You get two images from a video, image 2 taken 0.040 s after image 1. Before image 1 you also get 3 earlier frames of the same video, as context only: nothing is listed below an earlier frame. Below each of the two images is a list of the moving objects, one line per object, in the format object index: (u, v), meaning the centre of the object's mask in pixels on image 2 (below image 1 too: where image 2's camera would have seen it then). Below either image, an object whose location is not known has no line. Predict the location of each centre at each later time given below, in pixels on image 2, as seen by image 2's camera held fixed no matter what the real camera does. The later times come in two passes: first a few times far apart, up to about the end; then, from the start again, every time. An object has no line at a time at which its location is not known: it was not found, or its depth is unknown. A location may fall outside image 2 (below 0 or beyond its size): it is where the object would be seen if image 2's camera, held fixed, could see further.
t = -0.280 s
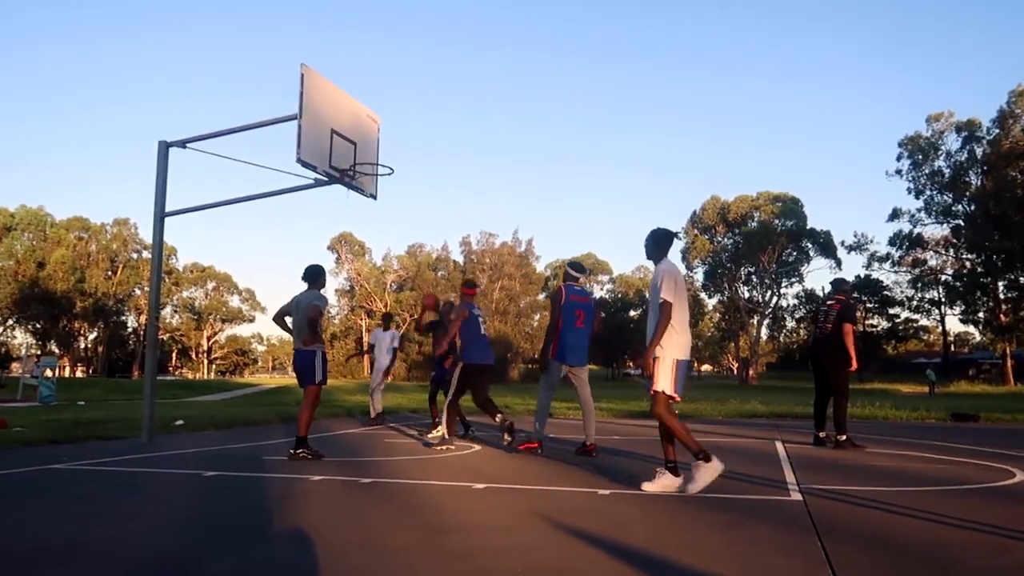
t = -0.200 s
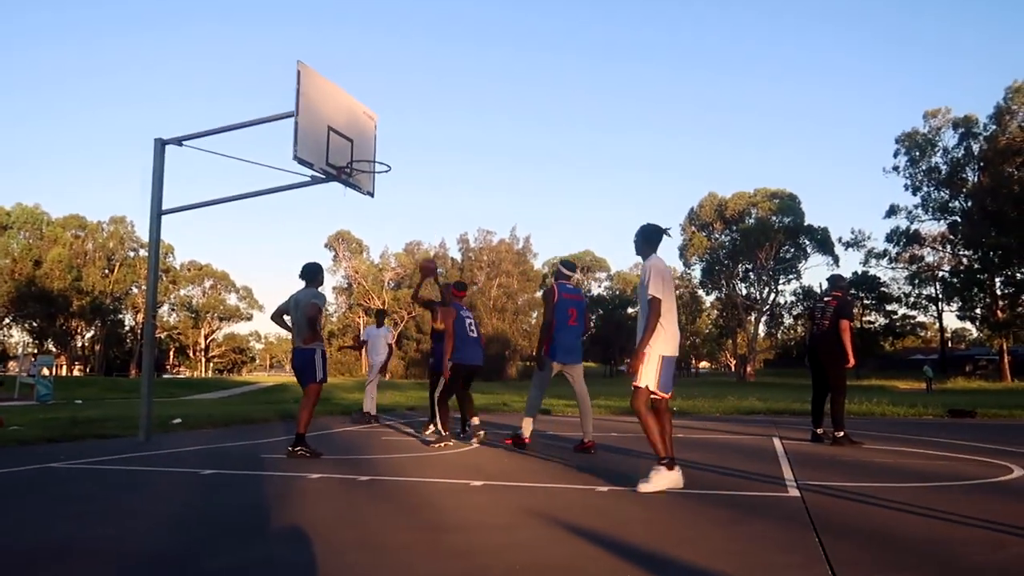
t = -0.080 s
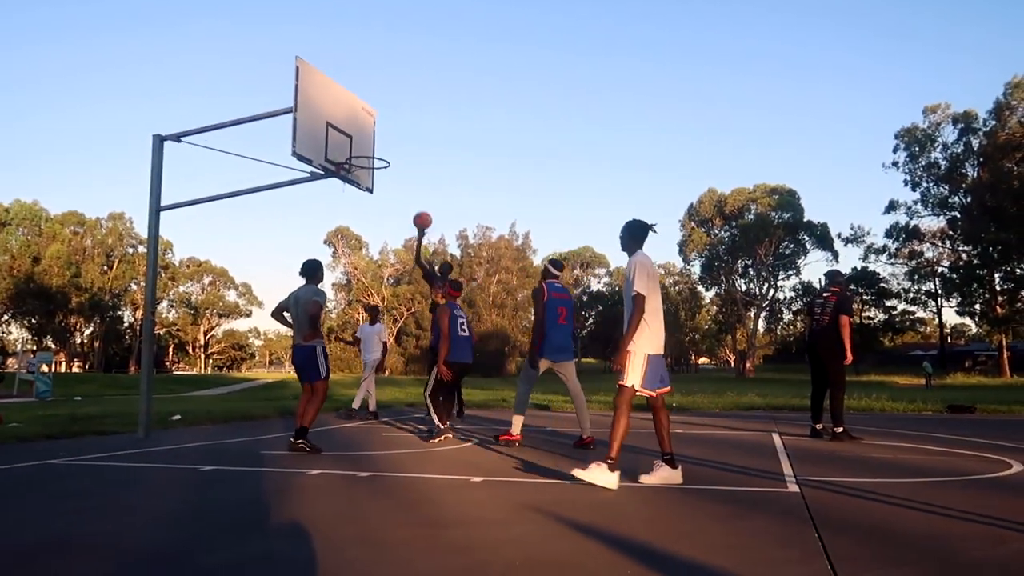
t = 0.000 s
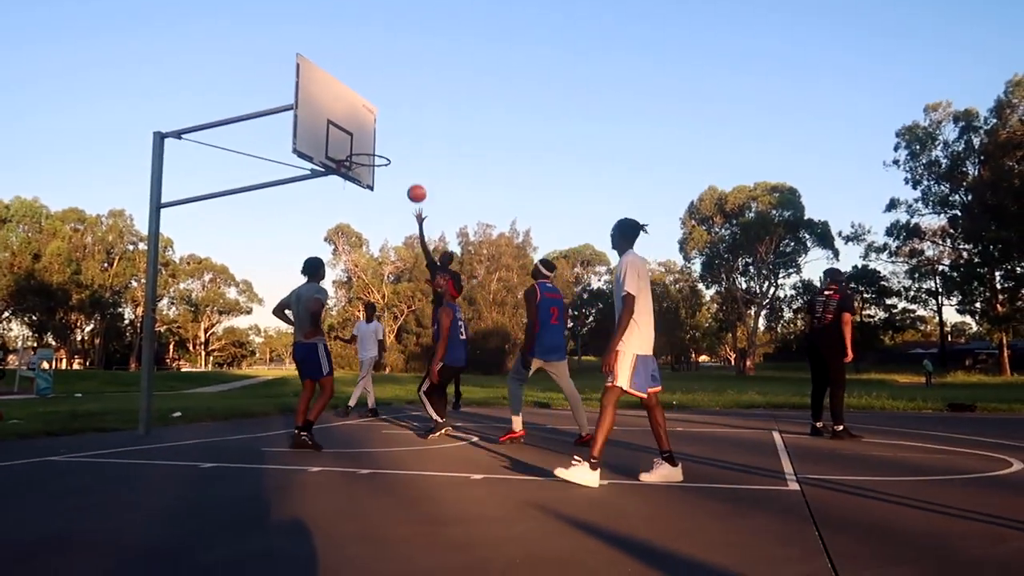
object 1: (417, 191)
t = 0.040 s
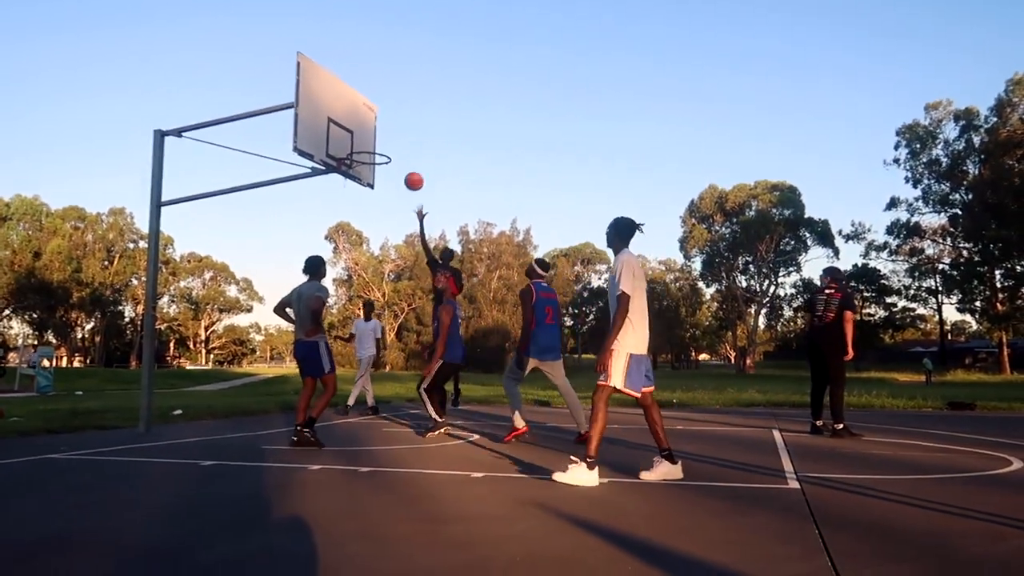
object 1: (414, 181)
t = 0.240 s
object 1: (396, 145)
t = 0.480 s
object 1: (373, 143)
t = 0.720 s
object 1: (371, 154)
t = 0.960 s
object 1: (361, 163)
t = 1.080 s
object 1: (347, 185)
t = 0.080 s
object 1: (411, 171)
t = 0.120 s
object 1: (407, 163)
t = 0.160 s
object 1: (403, 156)
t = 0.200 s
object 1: (400, 150)
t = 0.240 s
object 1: (396, 145)
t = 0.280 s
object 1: (393, 141)
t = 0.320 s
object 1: (388, 139)
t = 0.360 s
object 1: (384, 138)
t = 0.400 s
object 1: (381, 138)
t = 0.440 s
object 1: (377, 140)
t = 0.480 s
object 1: (373, 143)
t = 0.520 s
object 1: (368, 148)
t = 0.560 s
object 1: (366, 150)
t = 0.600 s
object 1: (365, 152)
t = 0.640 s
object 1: (363, 156)
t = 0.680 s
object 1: (366, 155)
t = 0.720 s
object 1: (371, 154)
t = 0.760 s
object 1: (376, 154)
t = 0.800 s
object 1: (378, 155)
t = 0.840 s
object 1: (374, 155)
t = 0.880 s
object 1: (370, 157)
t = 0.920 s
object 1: (365, 160)
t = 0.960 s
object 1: (361, 163)
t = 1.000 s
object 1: (356, 169)
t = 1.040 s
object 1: (352, 177)
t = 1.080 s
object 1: (347, 185)
